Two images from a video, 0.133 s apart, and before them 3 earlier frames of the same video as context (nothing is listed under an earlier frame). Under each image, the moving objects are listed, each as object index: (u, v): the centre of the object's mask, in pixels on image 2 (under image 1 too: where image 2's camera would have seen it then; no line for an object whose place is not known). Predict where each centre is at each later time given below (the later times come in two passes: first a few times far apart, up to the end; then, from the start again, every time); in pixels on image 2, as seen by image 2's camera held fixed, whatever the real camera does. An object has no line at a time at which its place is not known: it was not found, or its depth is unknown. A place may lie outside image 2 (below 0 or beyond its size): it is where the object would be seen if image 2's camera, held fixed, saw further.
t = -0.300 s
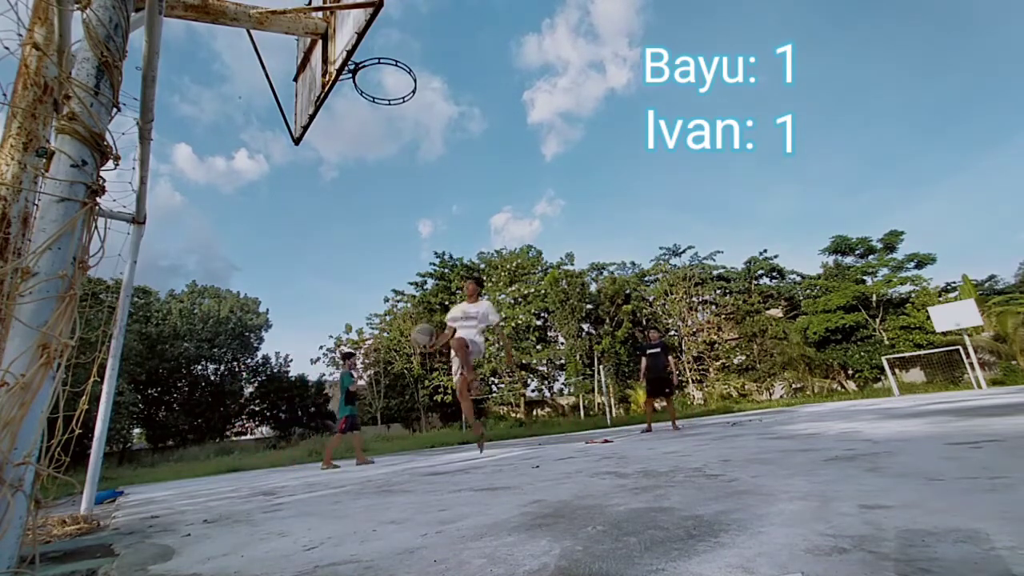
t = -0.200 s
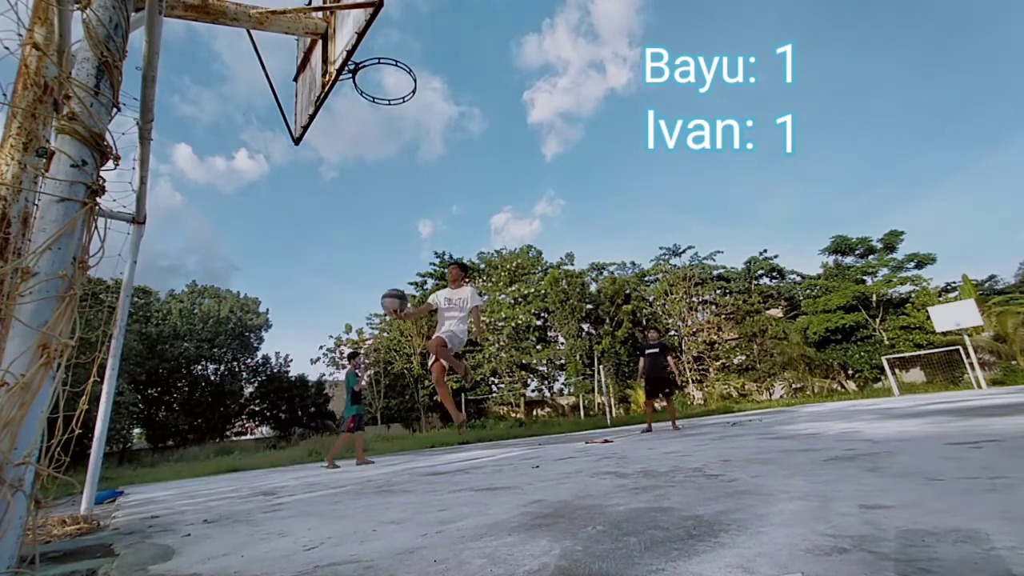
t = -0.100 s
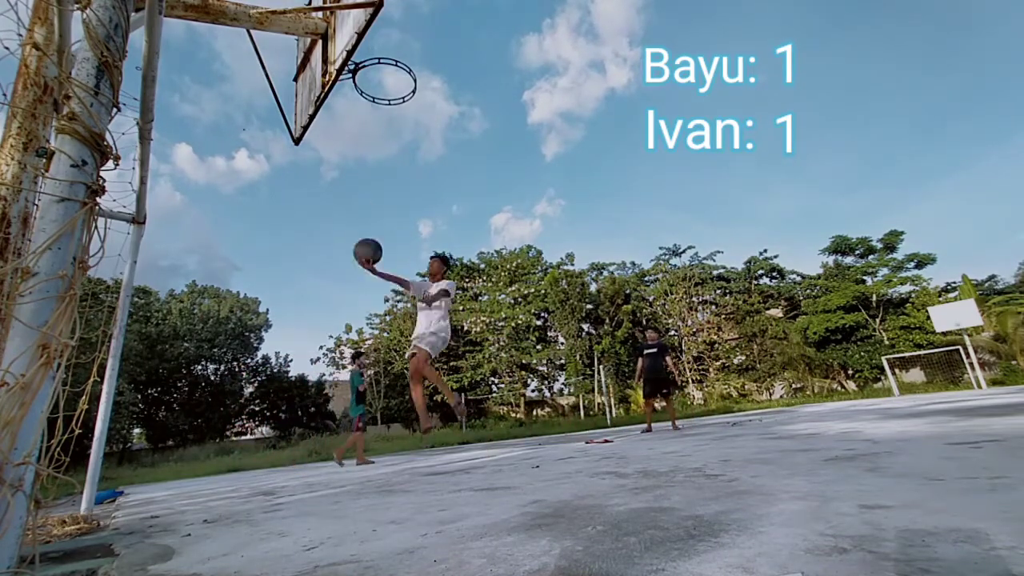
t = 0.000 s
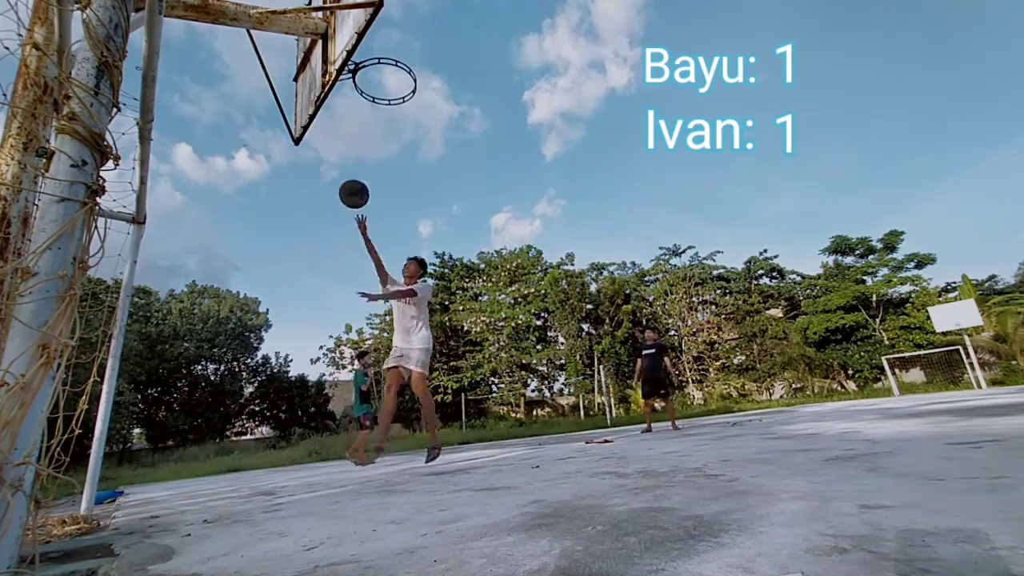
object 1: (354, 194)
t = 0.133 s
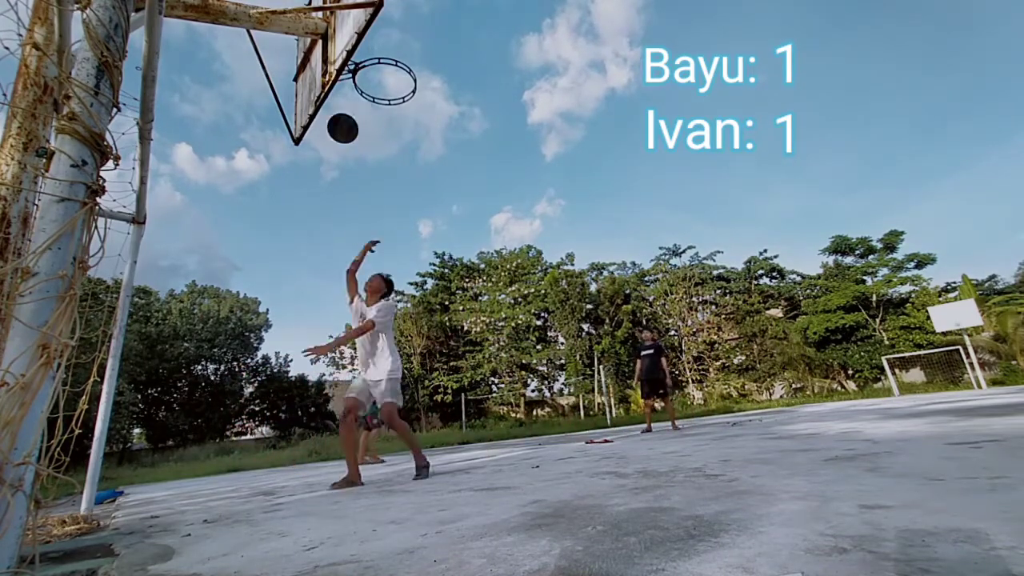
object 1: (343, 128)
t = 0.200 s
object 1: (338, 102)
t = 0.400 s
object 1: (353, 65)
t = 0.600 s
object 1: (381, 74)
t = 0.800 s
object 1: (388, 69)
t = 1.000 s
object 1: (379, 94)
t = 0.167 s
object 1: (340, 114)
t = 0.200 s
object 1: (338, 102)
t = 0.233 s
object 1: (338, 92)
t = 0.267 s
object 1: (339, 83)
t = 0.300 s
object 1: (342, 79)
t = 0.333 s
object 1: (347, 72)
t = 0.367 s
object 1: (349, 68)
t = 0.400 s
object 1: (353, 65)
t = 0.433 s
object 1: (357, 63)
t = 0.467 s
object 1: (360, 62)
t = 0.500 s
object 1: (365, 64)
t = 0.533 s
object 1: (370, 66)
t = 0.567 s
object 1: (376, 69)
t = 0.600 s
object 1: (381, 74)
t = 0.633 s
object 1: (386, 80)
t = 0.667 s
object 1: (389, 83)
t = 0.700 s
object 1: (389, 78)
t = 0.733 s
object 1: (388, 74)
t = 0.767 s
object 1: (388, 71)
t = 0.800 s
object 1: (388, 69)
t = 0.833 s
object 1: (388, 68)
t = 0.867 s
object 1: (386, 71)
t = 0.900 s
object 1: (384, 75)
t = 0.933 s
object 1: (383, 80)
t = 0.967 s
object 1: (381, 87)
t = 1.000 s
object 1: (379, 94)
